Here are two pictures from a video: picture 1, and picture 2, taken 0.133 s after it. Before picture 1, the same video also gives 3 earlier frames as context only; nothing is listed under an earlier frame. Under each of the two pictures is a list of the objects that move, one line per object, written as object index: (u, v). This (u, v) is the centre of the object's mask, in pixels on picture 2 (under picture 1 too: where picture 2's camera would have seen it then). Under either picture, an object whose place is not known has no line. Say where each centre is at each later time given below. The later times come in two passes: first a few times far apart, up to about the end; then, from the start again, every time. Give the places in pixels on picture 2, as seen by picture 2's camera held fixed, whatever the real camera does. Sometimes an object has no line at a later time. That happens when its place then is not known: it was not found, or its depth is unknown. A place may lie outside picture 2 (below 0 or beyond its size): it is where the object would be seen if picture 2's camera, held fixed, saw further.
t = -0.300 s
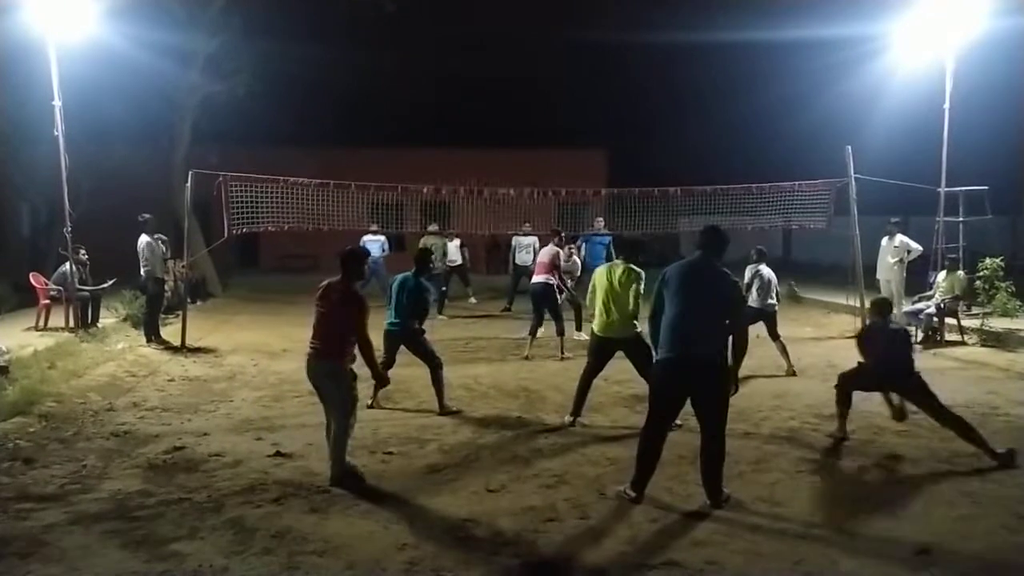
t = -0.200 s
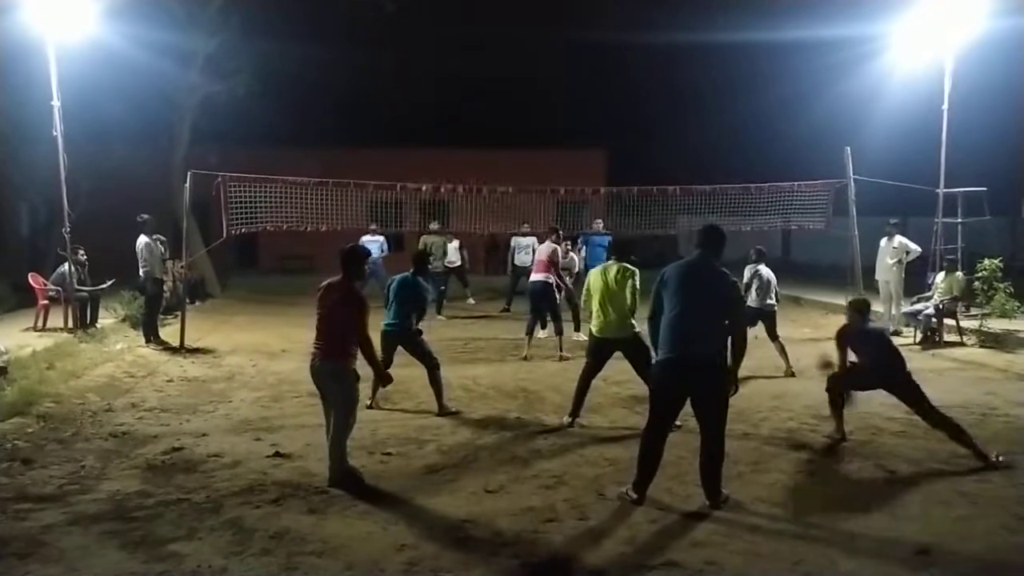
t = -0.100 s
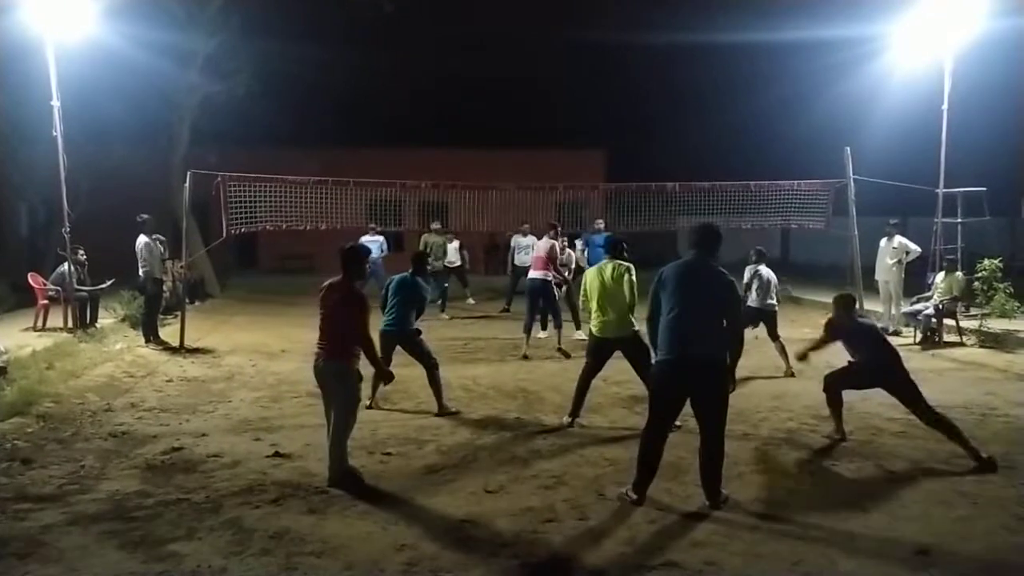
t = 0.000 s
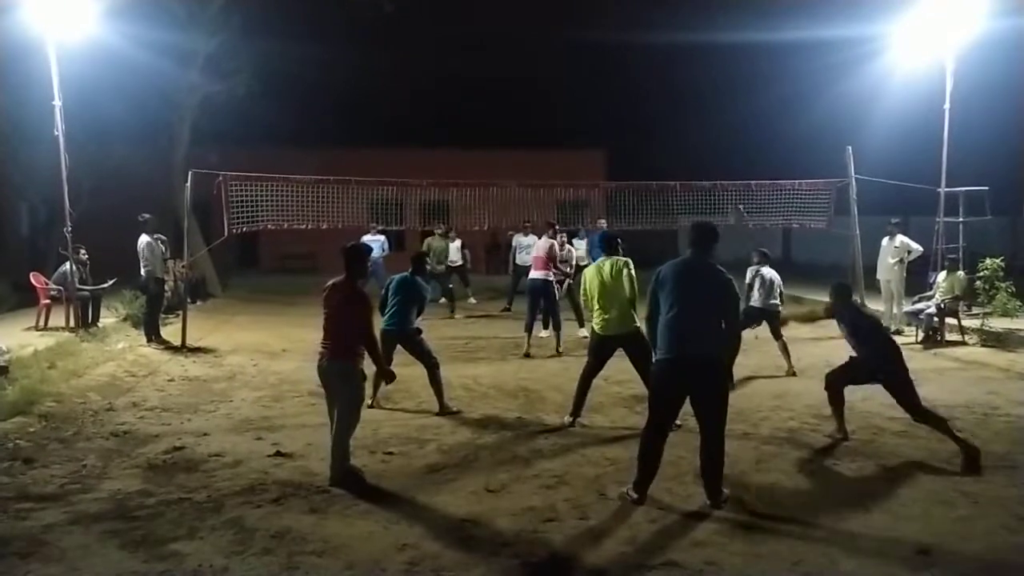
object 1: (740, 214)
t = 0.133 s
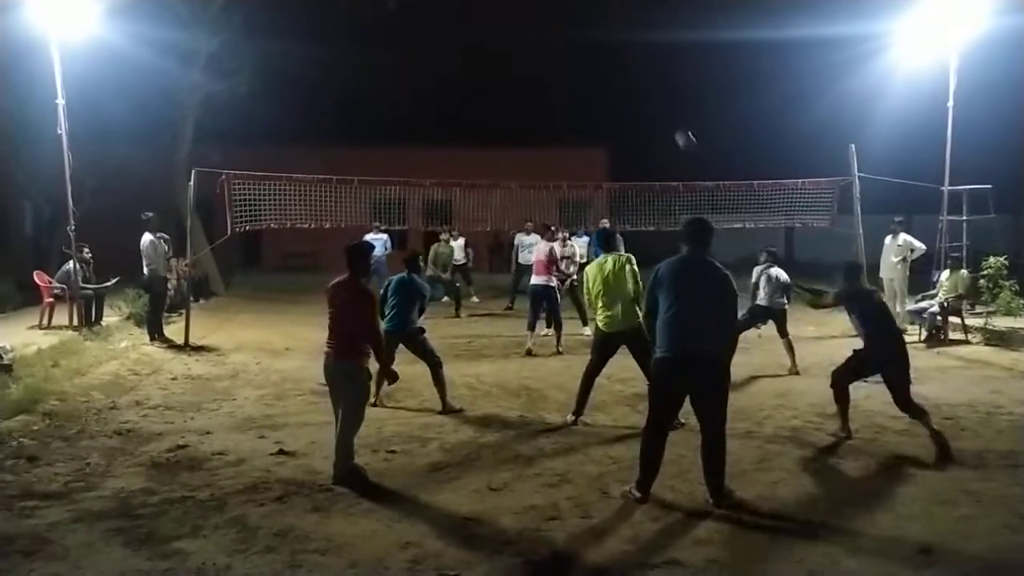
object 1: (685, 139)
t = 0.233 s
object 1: (650, 100)
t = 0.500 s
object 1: (578, 52)
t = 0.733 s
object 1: (532, 57)
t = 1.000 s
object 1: (492, 102)
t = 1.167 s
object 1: (471, 145)
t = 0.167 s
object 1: (672, 123)
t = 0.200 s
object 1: (660, 111)
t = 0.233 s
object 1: (650, 100)
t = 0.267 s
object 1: (640, 90)
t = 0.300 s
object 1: (629, 80)
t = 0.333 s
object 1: (620, 73)
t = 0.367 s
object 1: (611, 67)
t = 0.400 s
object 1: (601, 61)
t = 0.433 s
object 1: (594, 57)
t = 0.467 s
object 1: (587, 55)
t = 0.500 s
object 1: (578, 52)
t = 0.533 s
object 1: (571, 50)
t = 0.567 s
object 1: (564, 50)
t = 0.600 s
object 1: (557, 51)
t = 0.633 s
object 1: (550, 51)
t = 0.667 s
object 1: (544, 53)
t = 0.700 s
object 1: (538, 55)
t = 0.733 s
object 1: (532, 57)
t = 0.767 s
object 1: (527, 60)
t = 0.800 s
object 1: (521, 65)
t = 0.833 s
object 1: (516, 70)
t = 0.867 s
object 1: (511, 75)
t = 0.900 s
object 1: (506, 82)
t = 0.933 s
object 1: (501, 88)
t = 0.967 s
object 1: (497, 94)
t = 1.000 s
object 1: (492, 102)
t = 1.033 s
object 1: (488, 110)
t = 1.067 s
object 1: (483, 118)
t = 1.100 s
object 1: (479, 127)
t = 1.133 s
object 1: (476, 135)
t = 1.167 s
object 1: (471, 145)
